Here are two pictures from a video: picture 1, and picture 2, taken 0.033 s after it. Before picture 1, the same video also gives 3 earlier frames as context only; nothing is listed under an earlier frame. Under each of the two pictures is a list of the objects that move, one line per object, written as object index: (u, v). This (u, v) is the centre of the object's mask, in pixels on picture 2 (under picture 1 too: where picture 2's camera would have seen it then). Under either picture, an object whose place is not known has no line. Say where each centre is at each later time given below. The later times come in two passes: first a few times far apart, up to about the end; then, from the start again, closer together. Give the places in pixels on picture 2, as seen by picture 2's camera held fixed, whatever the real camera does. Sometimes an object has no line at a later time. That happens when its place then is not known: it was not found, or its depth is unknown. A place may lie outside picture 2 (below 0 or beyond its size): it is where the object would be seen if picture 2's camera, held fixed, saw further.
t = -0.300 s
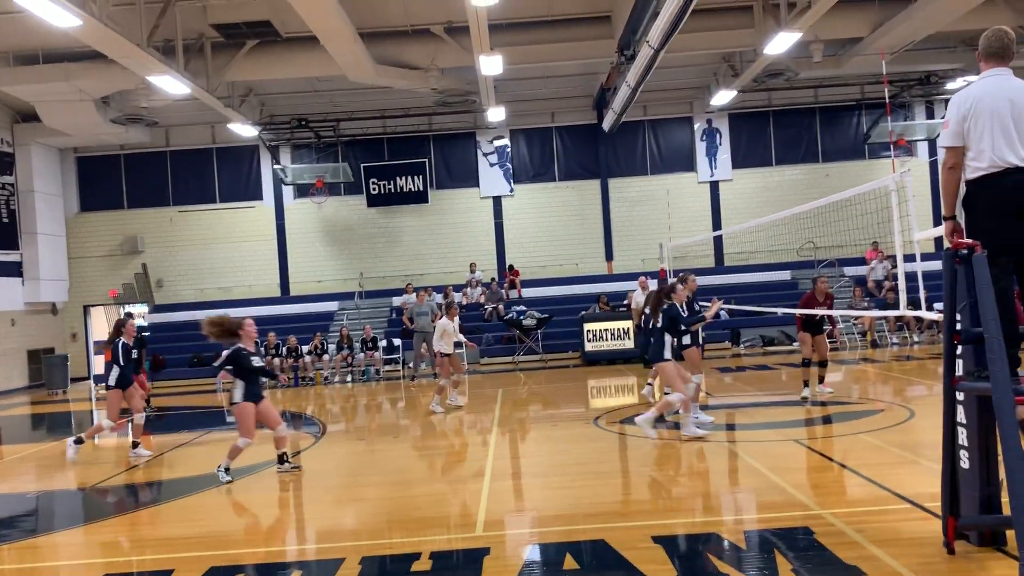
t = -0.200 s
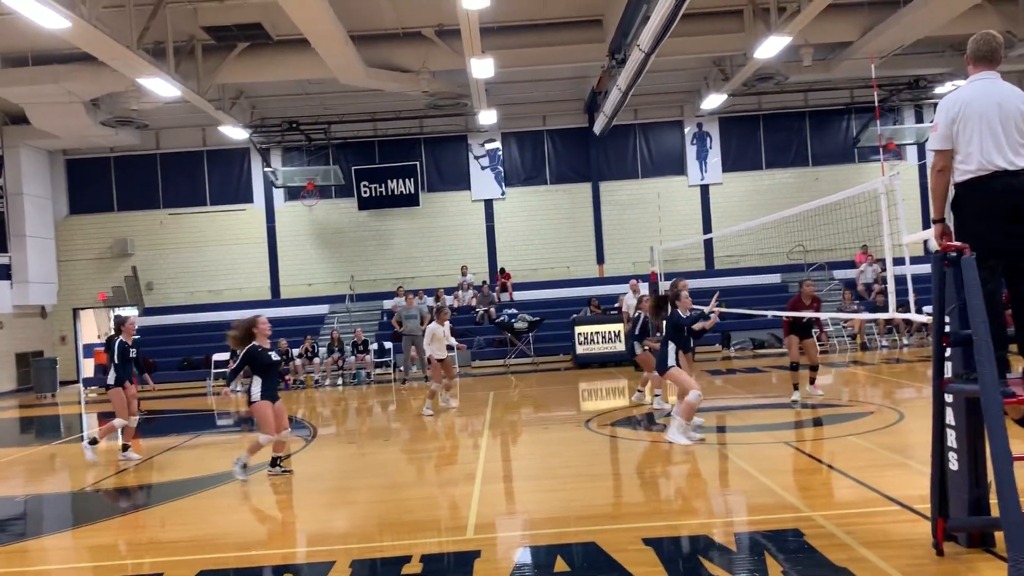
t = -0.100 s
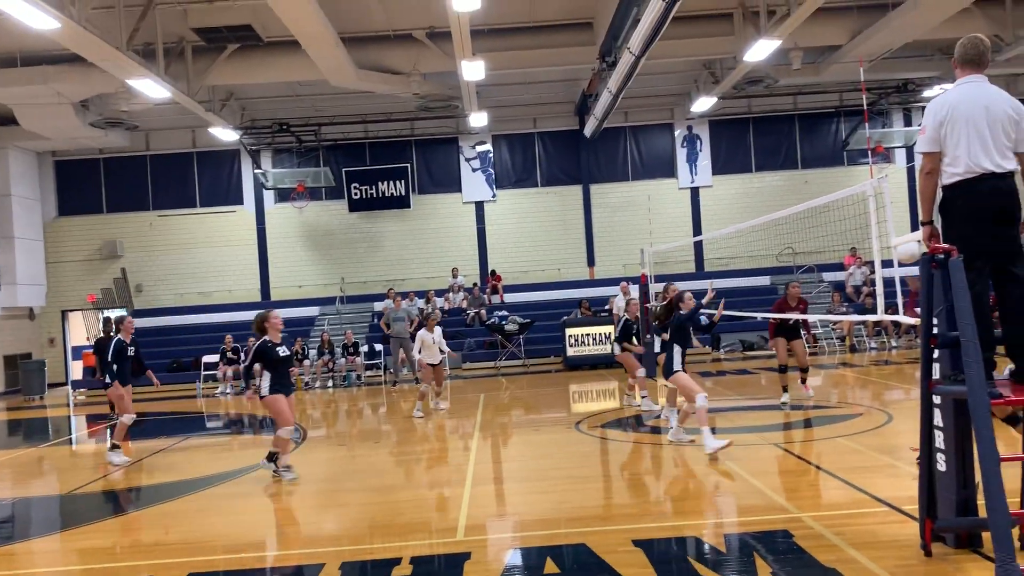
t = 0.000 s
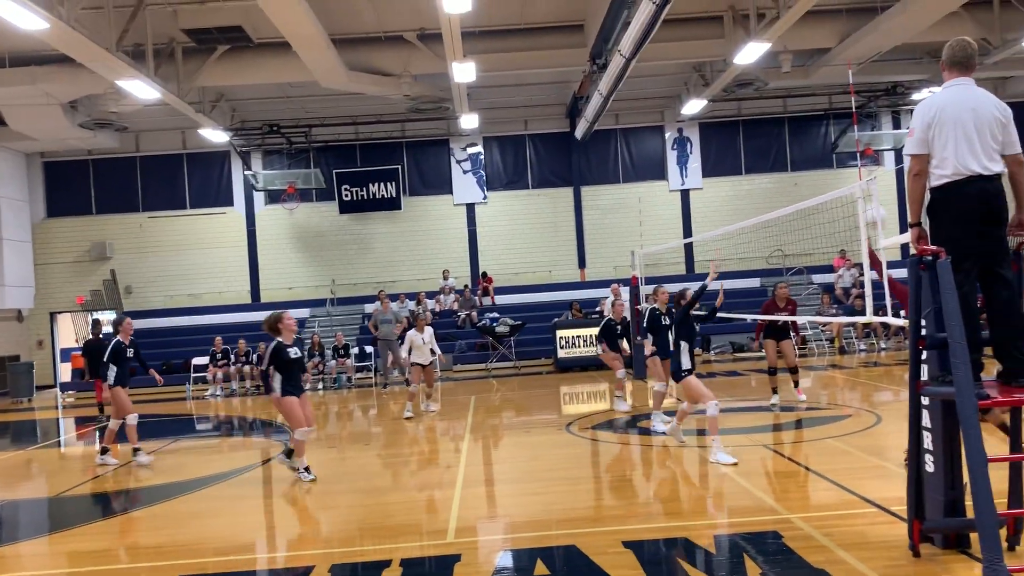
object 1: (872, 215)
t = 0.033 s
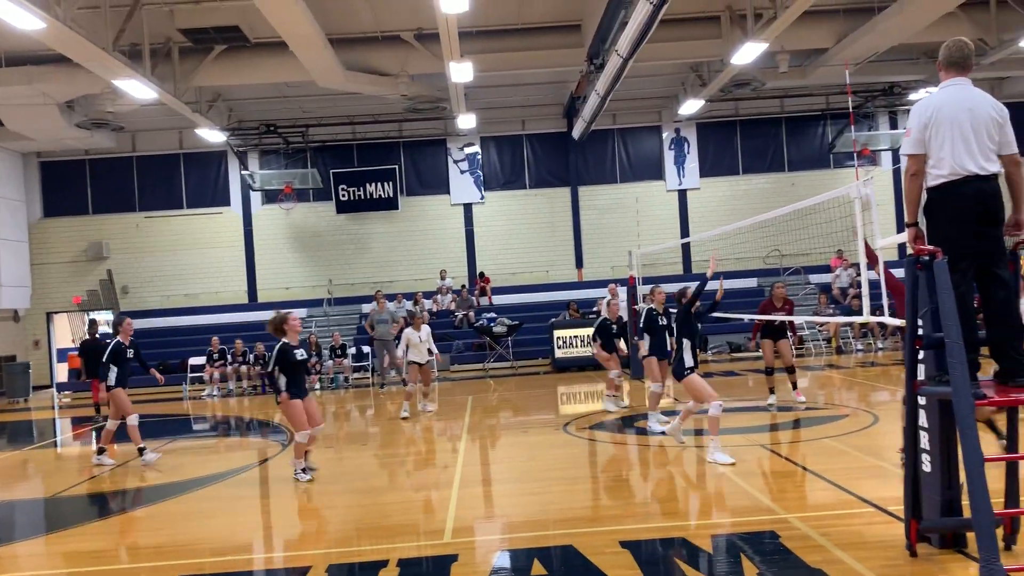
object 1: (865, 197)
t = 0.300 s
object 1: (797, 90)
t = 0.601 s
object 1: (741, 67)
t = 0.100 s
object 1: (843, 159)
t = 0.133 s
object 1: (835, 146)
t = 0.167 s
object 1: (827, 132)
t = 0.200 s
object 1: (819, 119)
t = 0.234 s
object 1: (812, 109)
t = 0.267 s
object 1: (804, 99)
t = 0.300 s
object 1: (797, 90)
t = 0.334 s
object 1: (790, 83)
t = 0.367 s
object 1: (783, 77)
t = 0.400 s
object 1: (776, 72)
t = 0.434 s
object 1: (770, 68)
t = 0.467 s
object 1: (764, 65)
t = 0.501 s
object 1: (758, 65)
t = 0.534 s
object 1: (752, 65)
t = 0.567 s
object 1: (746, 66)
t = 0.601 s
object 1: (741, 67)
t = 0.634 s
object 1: (735, 70)
